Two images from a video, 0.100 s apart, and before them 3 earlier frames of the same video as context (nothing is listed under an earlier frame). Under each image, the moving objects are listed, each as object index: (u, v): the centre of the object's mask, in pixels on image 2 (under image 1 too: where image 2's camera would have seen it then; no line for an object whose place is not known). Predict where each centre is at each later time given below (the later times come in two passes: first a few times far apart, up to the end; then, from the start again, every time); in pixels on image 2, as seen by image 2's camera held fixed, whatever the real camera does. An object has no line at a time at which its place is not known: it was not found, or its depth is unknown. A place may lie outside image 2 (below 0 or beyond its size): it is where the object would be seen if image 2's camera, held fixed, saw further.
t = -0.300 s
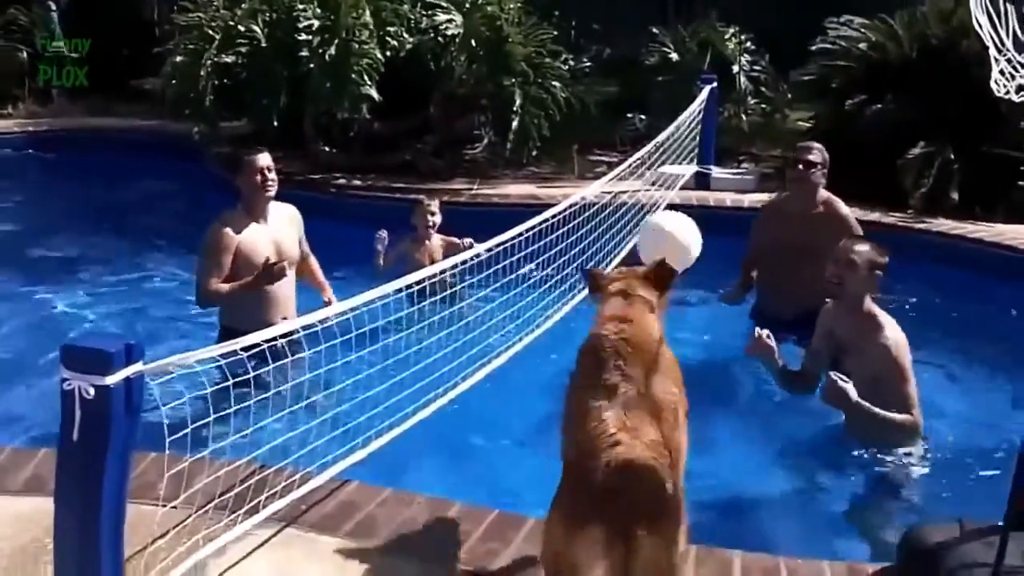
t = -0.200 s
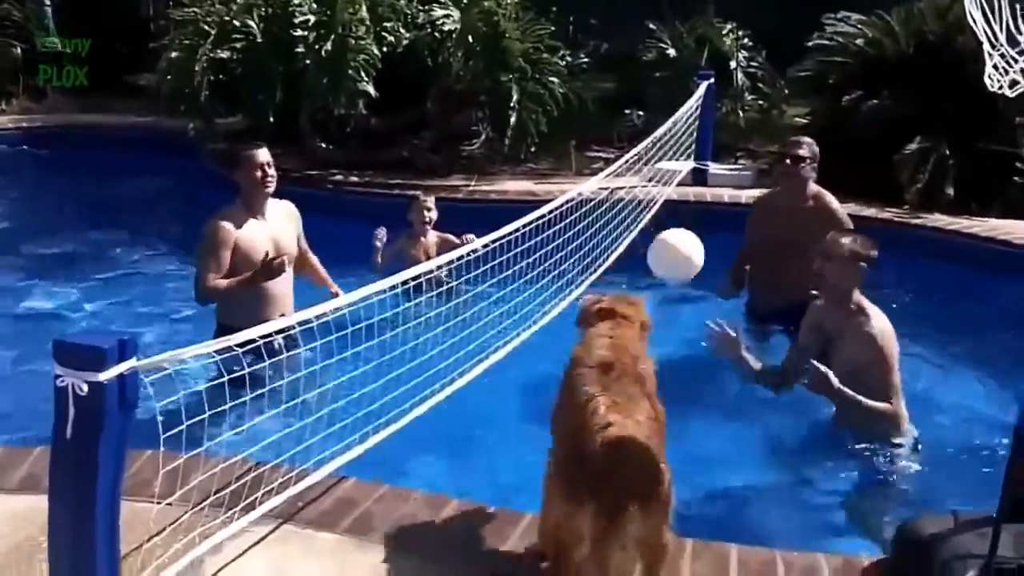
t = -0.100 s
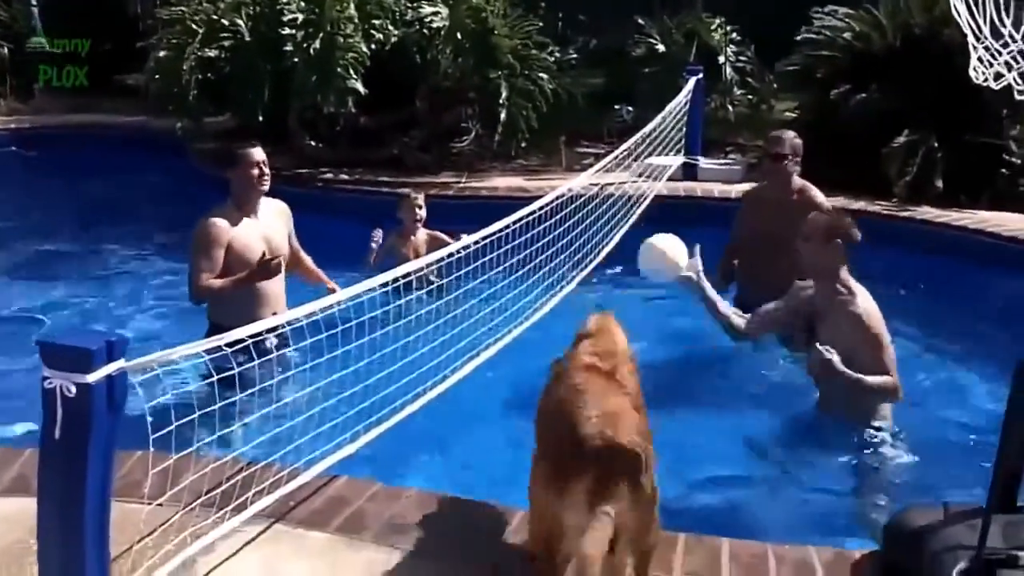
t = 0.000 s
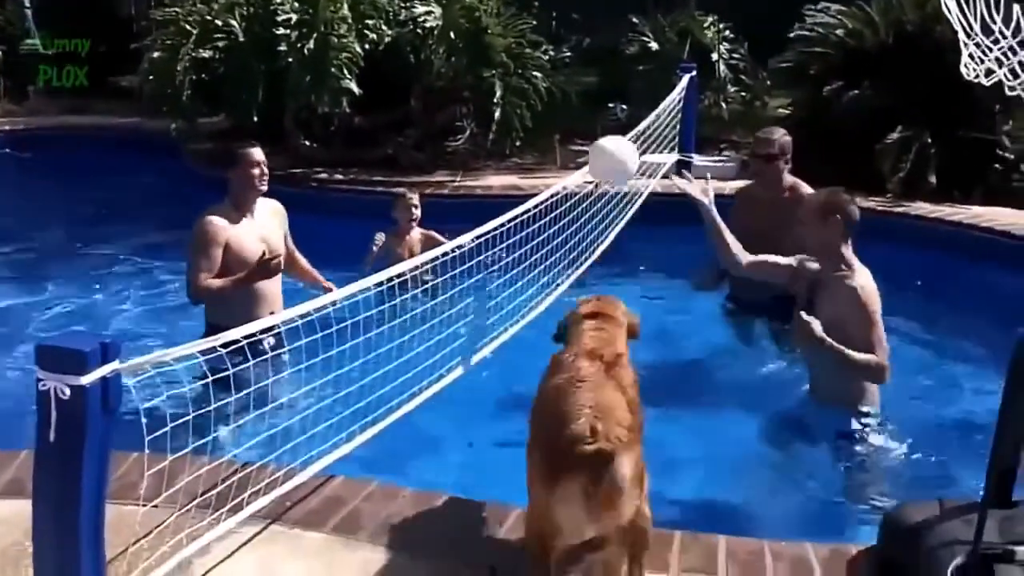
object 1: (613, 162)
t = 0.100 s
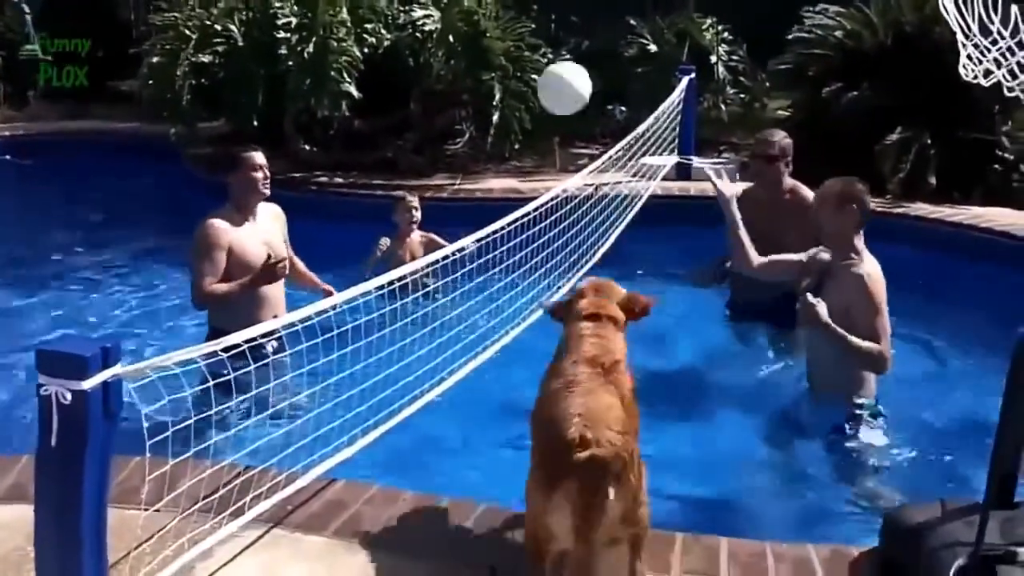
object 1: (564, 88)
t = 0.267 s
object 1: (480, 20)
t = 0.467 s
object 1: (369, 38)
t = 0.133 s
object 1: (548, 68)
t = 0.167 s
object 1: (532, 50)
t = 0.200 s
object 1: (515, 35)
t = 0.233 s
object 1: (498, 25)
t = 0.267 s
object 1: (480, 20)
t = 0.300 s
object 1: (461, 16)
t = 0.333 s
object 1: (442, 15)
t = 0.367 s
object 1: (425, 16)
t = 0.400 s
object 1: (406, 18)
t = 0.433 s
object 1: (387, 25)
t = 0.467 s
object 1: (369, 38)
